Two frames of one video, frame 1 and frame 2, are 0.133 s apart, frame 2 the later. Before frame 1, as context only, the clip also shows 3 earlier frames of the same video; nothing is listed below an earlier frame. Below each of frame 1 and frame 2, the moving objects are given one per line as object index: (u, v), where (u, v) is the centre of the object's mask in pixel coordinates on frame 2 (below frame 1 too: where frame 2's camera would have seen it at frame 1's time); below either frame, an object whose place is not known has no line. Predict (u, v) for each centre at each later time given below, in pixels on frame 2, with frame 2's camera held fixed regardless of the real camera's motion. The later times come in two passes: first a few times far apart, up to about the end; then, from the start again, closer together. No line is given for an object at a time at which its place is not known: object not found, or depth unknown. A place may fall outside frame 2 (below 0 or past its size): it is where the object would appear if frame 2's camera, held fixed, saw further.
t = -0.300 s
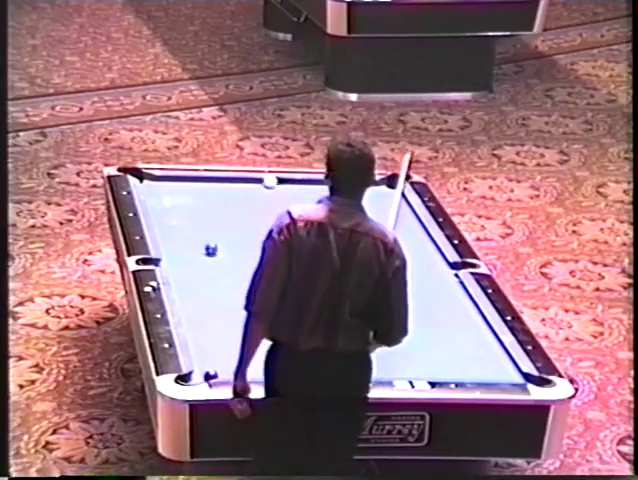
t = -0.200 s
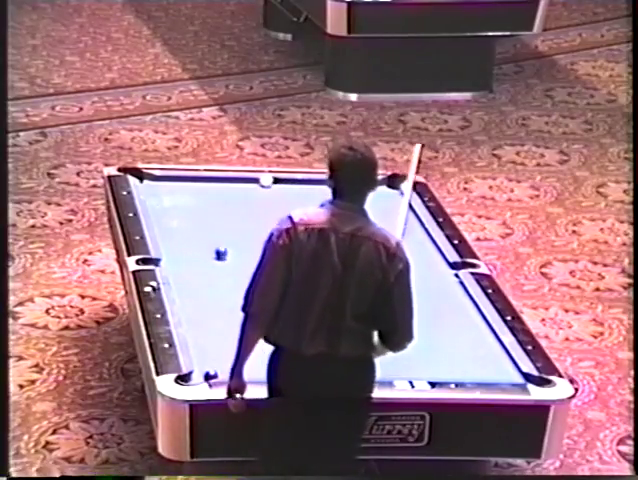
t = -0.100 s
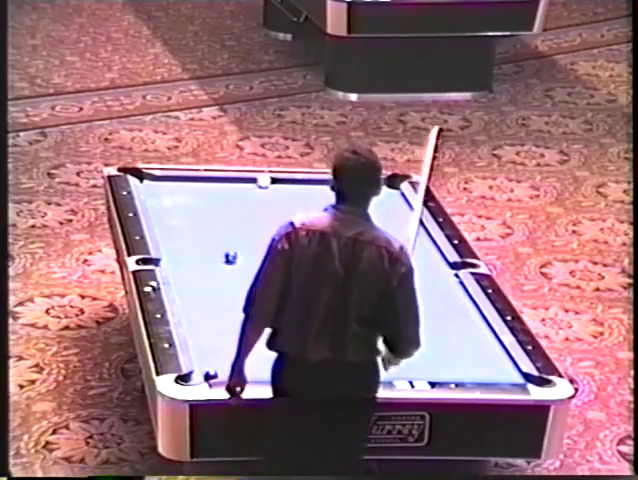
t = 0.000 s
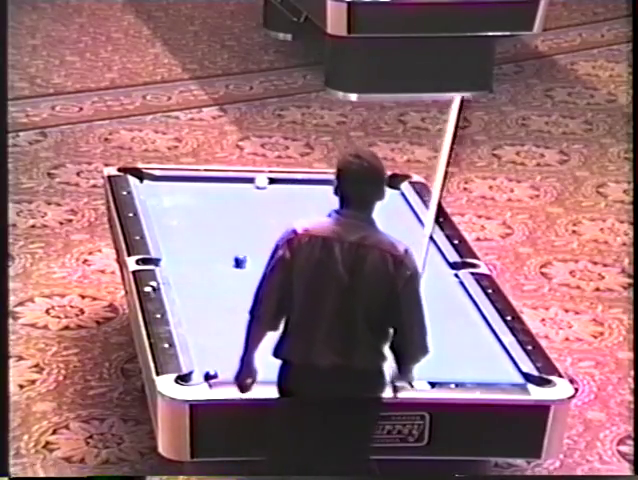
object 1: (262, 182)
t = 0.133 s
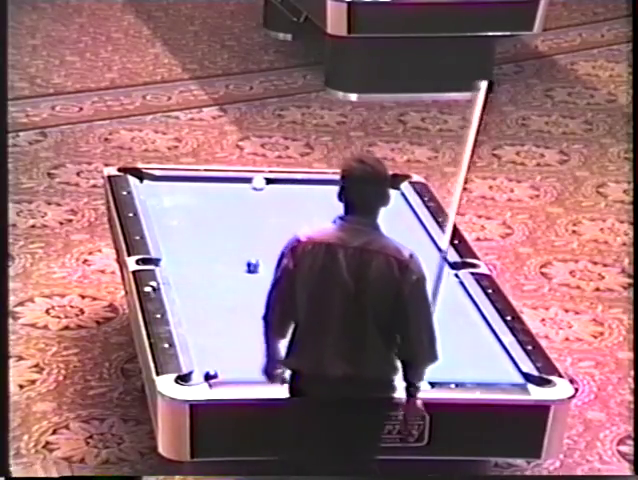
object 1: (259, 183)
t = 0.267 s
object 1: (256, 183)
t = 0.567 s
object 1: (251, 185)
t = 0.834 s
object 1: (247, 186)
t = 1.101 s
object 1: (243, 188)
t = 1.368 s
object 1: (241, 188)
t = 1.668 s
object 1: (240, 188)
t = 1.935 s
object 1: (240, 188)
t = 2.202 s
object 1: (239, 188)
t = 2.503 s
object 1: (240, 188)
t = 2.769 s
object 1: (239, 188)
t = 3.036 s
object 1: (240, 188)
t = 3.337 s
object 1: (240, 188)
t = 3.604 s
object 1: (239, 189)
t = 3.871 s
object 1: (240, 188)
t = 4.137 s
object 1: (240, 189)
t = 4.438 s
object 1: (240, 188)
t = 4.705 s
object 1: (240, 188)
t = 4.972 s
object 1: (240, 189)
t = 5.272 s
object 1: (239, 189)
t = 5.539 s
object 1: (239, 189)
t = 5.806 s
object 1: (239, 189)
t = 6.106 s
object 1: (239, 189)
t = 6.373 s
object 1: (239, 188)
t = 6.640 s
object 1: (240, 188)
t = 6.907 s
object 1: (239, 189)
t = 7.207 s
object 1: (240, 188)
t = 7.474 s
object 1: (240, 189)
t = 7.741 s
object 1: (239, 189)
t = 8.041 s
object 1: (239, 188)
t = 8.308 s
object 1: (239, 188)
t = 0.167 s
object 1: (258, 183)
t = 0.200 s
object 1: (257, 183)
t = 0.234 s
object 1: (257, 184)
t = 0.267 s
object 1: (256, 183)
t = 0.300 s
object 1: (255, 184)
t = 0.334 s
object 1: (254, 184)
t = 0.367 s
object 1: (254, 184)
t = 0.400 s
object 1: (253, 185)
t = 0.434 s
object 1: (253, 185)
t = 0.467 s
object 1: (252, 185)
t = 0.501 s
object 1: (252, 185)
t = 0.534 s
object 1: (251, 185)
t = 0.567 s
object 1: (251, 185)
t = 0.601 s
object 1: (250, 186)
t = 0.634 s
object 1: (250, 186)
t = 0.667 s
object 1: (249, 186)
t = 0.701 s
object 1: (249, 186)
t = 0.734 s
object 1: (248, 186)
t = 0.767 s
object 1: (248, 186)
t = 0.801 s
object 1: (247, 186)
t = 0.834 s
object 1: (247, 186)
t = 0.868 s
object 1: (246, 187)
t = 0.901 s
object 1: (246, 187)
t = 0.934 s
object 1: (245, 187)
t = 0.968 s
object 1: (245, 187)
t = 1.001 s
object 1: (244, 187)
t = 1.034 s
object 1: (244, 187)
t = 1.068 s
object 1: (244, 187)
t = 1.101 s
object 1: (243, 188)
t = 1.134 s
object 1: (243, 187)
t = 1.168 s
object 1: (243, 188)
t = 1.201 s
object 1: (242, 188)
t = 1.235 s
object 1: (242, 188)
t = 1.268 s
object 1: (242, 188)
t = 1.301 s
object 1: (242, 188)
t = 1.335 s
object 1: (241, 188)
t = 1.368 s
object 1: (241, 188)
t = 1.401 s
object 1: (241, 188)
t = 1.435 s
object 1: (241, 188)
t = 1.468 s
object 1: (241, 188)
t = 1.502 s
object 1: (240, 188)
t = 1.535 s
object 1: (240, 188)
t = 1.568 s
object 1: (240, 188)
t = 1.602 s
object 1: (240, 188)
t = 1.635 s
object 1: (240, 188)
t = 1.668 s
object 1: (240, 188)
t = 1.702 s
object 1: (239, 189)
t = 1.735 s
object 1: (239, 189)
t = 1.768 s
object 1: (239, 189)
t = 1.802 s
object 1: (239, 188)
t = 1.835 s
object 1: (240, 188)
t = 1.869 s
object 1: (240, 188)
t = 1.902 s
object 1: (240, 188)
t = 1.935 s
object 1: (240, 188)
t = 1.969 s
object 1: (240, 188)
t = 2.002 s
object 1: (240, 188)
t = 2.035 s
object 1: (240, 188)
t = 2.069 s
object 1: (240, 188)
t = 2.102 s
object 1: (240, 188)
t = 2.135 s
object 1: (239, 188)
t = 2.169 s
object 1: (239, 188)
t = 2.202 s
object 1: (239, 188)
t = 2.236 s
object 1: (240, 188)
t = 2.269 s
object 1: (239, 189)
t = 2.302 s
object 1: (239, 189)
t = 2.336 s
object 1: (240, 188)
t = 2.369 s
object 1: (240, 188)
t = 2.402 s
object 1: (240, 188)
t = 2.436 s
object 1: (240, 188)
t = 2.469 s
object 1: (240, 188)
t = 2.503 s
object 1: (240, 188)
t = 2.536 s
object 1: (240, 188)
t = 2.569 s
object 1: (239, 188)
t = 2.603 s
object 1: (240, 188)
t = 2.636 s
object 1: (239, 188)
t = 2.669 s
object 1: (239, 188)
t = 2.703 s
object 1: (239, 188)
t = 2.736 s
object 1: (239, 188)
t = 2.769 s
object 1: (239, 188)
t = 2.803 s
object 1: (239, 188)
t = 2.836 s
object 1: (240, 188)
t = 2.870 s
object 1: (240, 188)
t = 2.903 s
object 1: (240, 188)
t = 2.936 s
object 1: (239, 189)
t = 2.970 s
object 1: (239, 189)
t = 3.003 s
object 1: (239, 189)
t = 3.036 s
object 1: (240, 188)
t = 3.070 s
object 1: (240, 188)
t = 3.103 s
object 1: (240, 188)
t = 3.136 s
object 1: (240, 188)
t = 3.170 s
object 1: (239, 188)
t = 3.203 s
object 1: (239, 188)
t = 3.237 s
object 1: (239, 188)
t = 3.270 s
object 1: (240, 188)
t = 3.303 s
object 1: (240, 188)
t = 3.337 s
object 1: (240, 188)
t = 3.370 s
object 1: (240, 188)
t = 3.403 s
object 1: (240, 188)
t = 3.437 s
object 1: (239, 188)
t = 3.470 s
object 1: (240, 188)
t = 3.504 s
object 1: (239, 189)
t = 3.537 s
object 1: (239, 189)
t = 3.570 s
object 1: (239, 189)
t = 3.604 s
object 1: (239, 189)
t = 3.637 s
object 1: (239, 189)
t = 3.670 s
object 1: (239, 189)
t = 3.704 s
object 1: (239, 189)
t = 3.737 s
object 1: (239, 189)
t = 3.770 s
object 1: (239, 189)
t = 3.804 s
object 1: (239, 189)
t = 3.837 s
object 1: (240, 189)
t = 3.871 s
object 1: (240, 188)
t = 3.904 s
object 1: (240, 188)
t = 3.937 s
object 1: (240, 188)
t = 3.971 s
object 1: (240, 188)
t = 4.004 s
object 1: (240, 188)
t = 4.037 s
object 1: (240, 188)
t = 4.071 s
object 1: (240, 188)
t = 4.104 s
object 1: (240, 188)
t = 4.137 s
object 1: (240, 189)
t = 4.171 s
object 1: (240, 188)
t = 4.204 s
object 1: (240, 188)
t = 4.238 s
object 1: (240, 189)
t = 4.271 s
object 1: (240, 188)
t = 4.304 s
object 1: (240, 188)
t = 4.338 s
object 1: (240, 188)
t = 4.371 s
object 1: (240, 188)
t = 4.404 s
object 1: (240, 188)
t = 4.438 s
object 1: (240, 188)
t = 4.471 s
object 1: (240, 188)
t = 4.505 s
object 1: (240, 188)
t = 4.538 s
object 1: (240, 188)
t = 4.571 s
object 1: (240, 188)
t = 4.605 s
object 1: (240, 188)
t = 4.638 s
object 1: (240, 188)
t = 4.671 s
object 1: (240, 188)
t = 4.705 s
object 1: (240, 188)
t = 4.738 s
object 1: (240, 188)
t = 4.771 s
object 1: (240, 188)
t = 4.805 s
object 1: (240, 188)
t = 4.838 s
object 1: (240, 188)
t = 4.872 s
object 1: (240, 188)
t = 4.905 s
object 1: (239, 189)
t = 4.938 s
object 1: (240, 189)
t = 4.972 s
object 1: (240, 189)
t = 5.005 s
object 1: (239, 189)
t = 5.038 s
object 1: (239, 189)
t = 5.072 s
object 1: (239, 189)
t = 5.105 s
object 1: (239, 189)
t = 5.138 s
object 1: (239, 189)
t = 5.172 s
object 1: (239, 189)
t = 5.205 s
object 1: (239, 189)
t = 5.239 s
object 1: (240, 189)
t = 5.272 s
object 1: (239, 189)
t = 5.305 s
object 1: (239, 189)
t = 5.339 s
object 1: (239, 189)
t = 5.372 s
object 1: (239, 189)
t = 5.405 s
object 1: (240, 188)
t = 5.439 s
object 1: (239, 189)
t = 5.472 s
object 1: (240, 188)
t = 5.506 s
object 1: (240, 188)
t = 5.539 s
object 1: (239, 189)
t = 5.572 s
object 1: (239, 188)
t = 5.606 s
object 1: (240, 188)
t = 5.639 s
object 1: (240, 189)
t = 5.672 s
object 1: (240, 188)
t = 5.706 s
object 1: (240, 189)
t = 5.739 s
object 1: (240, 188)
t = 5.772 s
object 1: (239, 189)
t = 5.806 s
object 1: (239, 189)
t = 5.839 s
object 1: (239, 189)
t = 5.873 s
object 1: (239, 189)
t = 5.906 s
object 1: (239, 189)
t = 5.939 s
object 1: (239, 188)
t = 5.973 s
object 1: (239, 189)
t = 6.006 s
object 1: (239, 189)
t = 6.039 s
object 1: (239, 189)
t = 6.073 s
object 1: (240, 189)
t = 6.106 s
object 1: (239, 189)
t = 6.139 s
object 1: (239, 188)
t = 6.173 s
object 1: (239, 189)
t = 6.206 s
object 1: (239, 188)
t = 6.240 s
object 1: (239, 188)
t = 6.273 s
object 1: (239, 188)
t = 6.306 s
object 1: (239, 188)
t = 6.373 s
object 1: (239, 188)
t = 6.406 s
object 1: (239, 188)
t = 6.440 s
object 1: (240, 188)
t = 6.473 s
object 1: (240, 188)
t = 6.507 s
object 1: (240, 188)
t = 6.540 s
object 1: (240, 188)
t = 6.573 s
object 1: (239, 189)
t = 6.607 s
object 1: (240, 188)
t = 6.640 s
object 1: (240, 188)
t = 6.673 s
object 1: (240, 189)
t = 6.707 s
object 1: (240, 188)
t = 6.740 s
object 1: (240, 189)
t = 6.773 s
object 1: (240, 189)
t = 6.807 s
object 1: (240, 188)
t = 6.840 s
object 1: (240, 189)
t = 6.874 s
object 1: (239, 189)
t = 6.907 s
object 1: (239, 189)
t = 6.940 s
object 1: (239, 189)
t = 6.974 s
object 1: (240, 188)
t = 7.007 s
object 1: (240, 188)
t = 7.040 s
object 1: (239, 189)
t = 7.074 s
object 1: (240, 189)
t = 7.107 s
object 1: (240, 189)
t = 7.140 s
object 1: (240, 188)
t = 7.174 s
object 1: (240, 188)
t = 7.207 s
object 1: (240, 188)
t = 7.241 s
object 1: (240, 188)
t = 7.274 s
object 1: (240, 188)
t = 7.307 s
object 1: (240, 188)
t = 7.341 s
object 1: (240, 188)
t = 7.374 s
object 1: (240, 188)
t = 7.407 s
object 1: (240, 188)
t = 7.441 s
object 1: (240, 188)
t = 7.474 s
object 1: (240, 189)
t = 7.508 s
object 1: (240, 188)
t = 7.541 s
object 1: (239, 189)
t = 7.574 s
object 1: (240, 188)
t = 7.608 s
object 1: (240, 189)
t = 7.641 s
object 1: (239, 189)
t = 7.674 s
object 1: (239, 189)
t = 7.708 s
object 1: (239, 189)
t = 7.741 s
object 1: (239, 189)
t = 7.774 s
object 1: (239, 189)
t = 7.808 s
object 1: (239, 189)
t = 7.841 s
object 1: (239, 189)
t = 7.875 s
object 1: (239, 189)
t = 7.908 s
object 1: (239, 189)
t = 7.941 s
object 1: (239, 189)
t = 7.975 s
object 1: (239, 189)
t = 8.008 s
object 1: (239, 189)
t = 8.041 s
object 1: (239, 188)
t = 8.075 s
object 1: (240, 189)
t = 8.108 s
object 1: (239, 188)
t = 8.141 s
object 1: (239, 188)
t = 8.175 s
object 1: (239, 188)
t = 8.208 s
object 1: (239, 188)
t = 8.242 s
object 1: (239, 188)
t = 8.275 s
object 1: (239, 188)
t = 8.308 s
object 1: (239, 188)
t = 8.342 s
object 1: (239, 188)
